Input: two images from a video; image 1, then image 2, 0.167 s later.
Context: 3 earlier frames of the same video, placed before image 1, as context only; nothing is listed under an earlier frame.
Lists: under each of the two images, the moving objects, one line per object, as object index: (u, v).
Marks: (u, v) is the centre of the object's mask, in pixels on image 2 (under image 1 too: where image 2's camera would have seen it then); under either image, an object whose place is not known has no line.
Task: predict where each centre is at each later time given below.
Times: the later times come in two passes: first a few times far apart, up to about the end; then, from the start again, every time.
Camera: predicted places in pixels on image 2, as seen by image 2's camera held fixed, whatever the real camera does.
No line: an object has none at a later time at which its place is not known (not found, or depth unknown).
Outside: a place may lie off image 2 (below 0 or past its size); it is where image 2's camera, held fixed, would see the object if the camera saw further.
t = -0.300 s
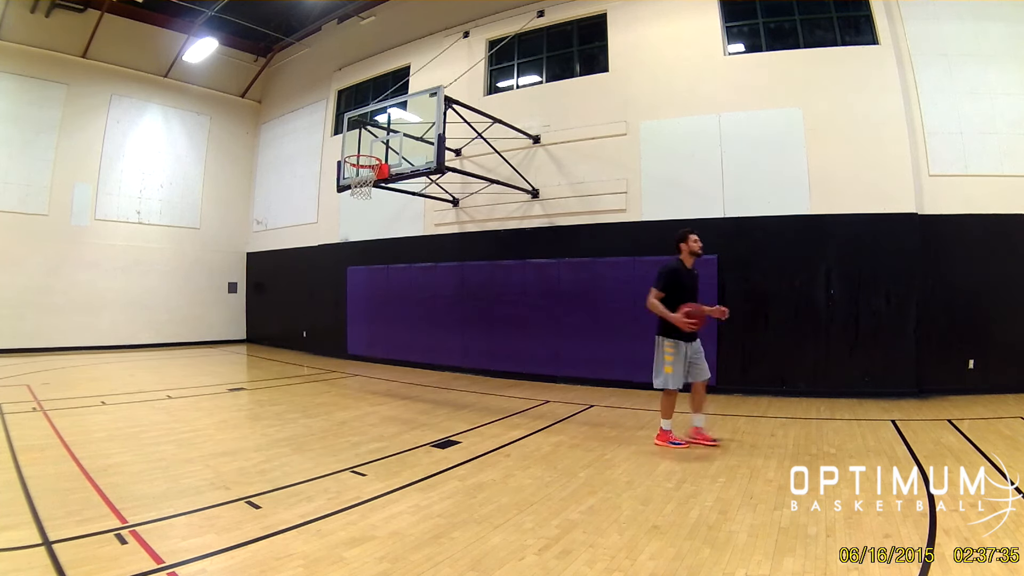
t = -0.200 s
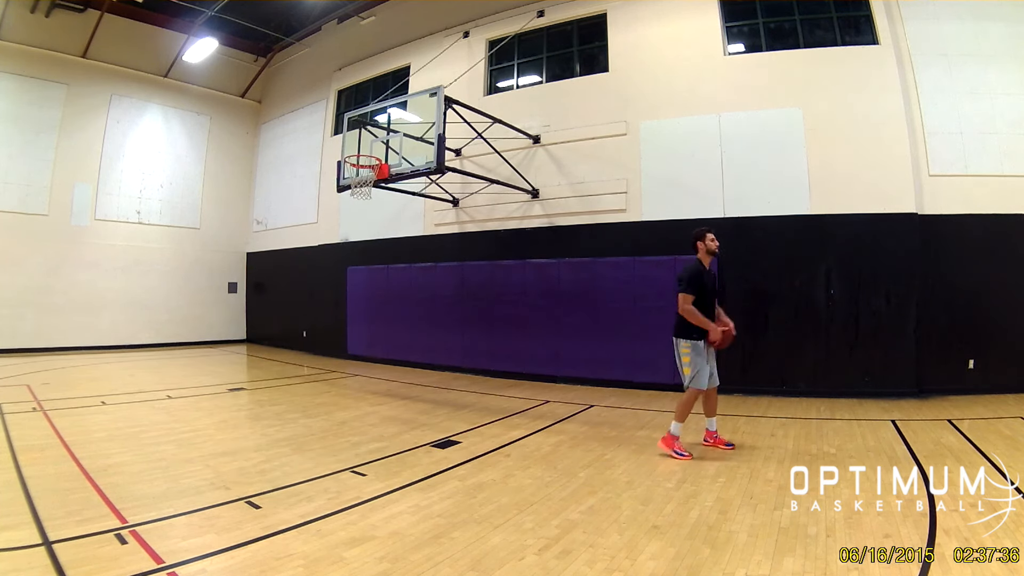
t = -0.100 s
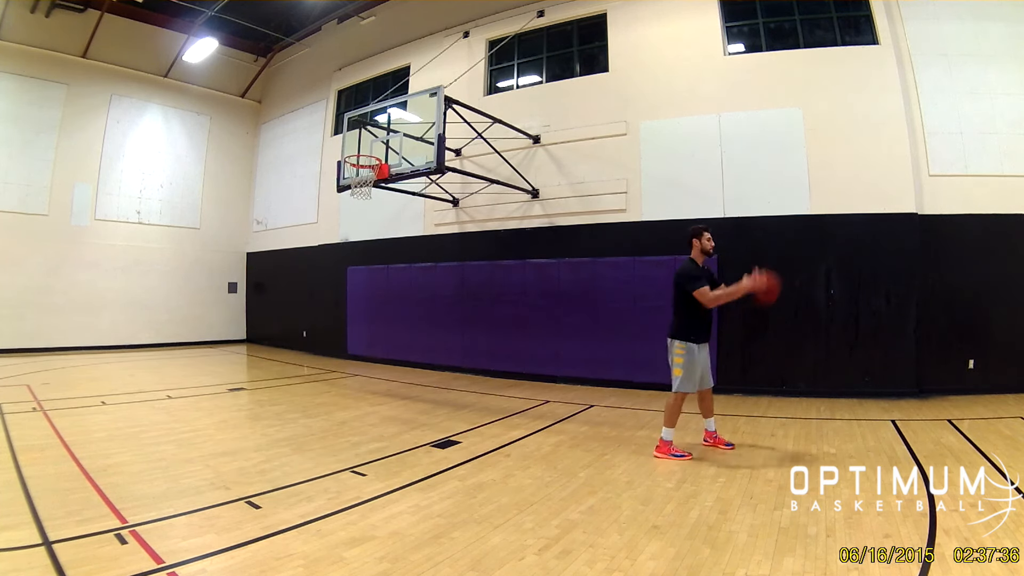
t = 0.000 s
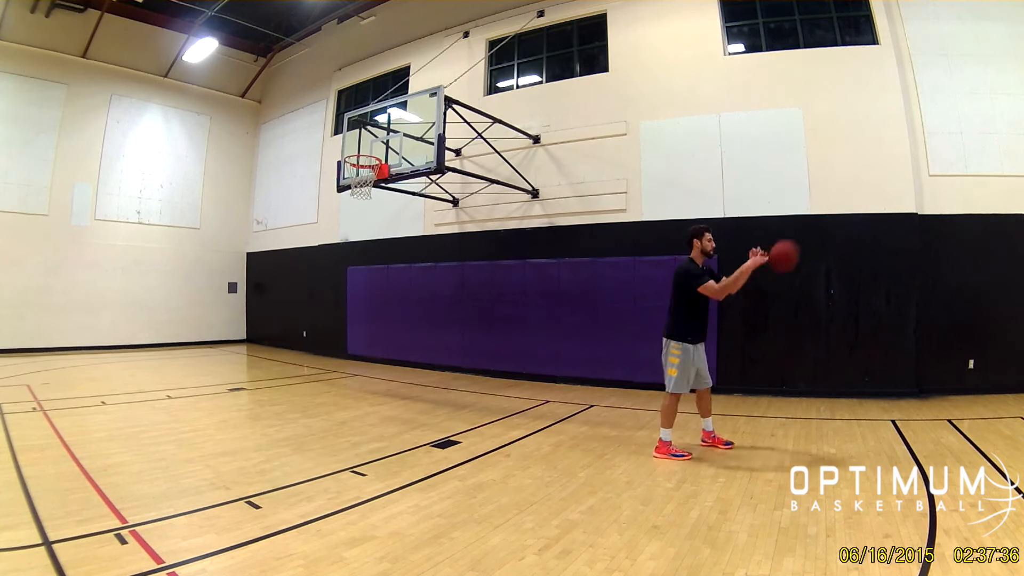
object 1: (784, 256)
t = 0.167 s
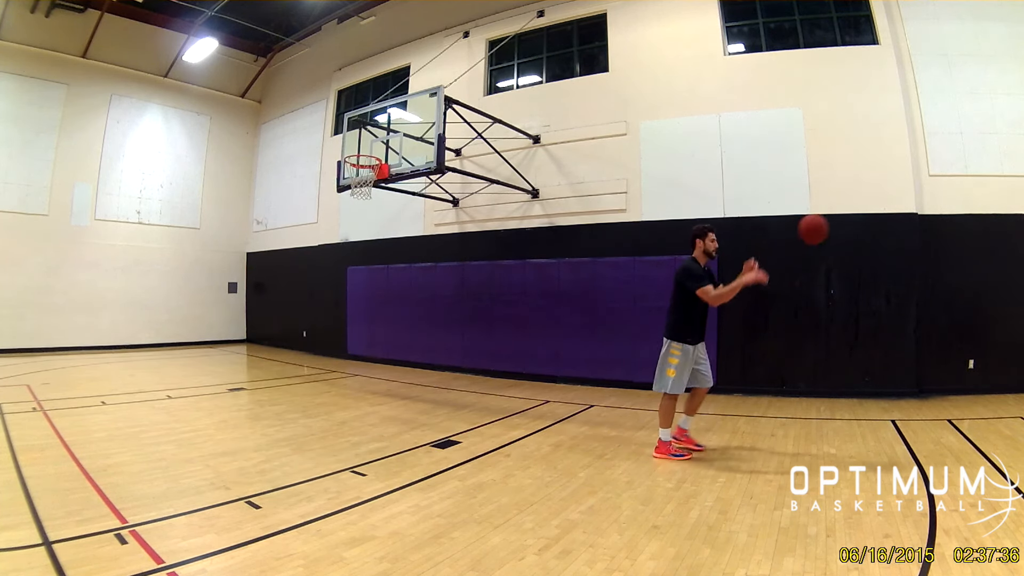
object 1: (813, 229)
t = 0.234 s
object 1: (826, 228)
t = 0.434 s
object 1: (863, 256)
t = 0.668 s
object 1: (906, 354)
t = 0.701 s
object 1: (911, 374)
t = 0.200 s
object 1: (820, 228)
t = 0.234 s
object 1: (826, 228)
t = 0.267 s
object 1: (831, 229)
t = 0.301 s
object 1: (838, 231)
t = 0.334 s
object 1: (844, 236)
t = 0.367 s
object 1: (850, 241)
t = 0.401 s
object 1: (857, 248)
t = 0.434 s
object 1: (863, 256)
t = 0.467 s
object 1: (870, 266)
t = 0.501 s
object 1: (876, 277)
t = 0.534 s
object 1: (882, 290)
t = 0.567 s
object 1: (888, 303)
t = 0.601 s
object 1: (895, 320)
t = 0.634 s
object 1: (901, 337)
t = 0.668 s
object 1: (906, 354)
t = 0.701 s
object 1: (911, 374)
